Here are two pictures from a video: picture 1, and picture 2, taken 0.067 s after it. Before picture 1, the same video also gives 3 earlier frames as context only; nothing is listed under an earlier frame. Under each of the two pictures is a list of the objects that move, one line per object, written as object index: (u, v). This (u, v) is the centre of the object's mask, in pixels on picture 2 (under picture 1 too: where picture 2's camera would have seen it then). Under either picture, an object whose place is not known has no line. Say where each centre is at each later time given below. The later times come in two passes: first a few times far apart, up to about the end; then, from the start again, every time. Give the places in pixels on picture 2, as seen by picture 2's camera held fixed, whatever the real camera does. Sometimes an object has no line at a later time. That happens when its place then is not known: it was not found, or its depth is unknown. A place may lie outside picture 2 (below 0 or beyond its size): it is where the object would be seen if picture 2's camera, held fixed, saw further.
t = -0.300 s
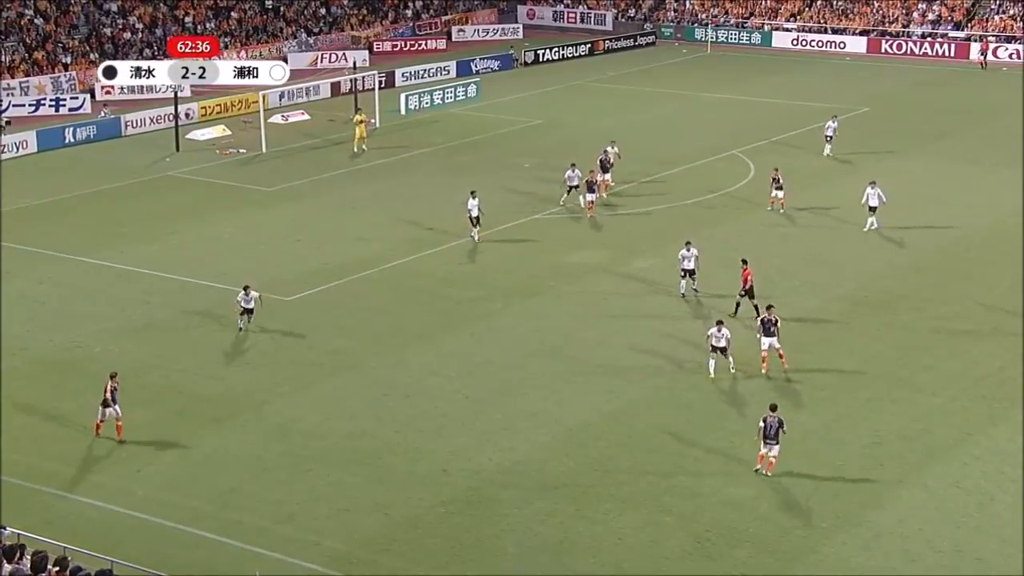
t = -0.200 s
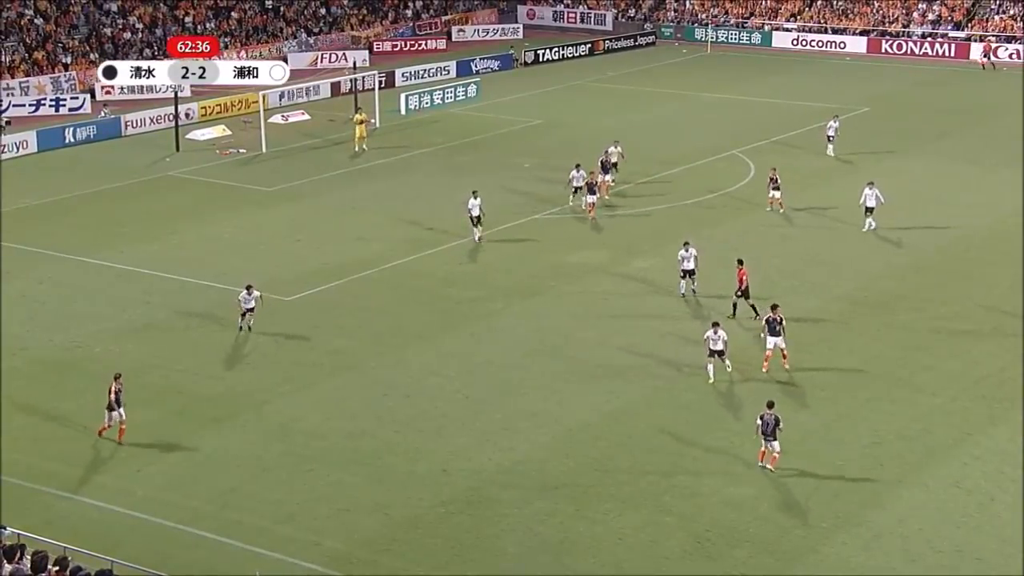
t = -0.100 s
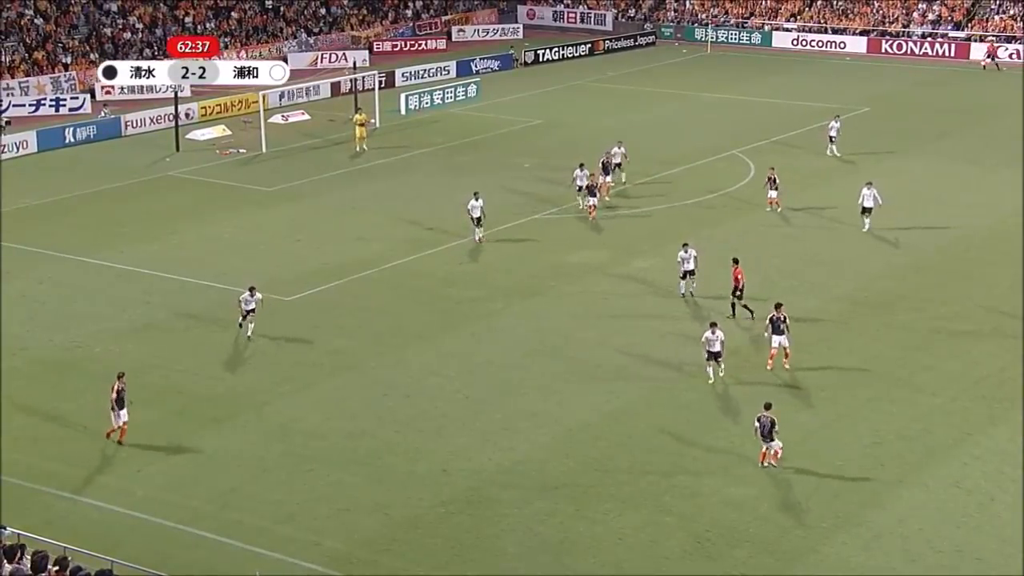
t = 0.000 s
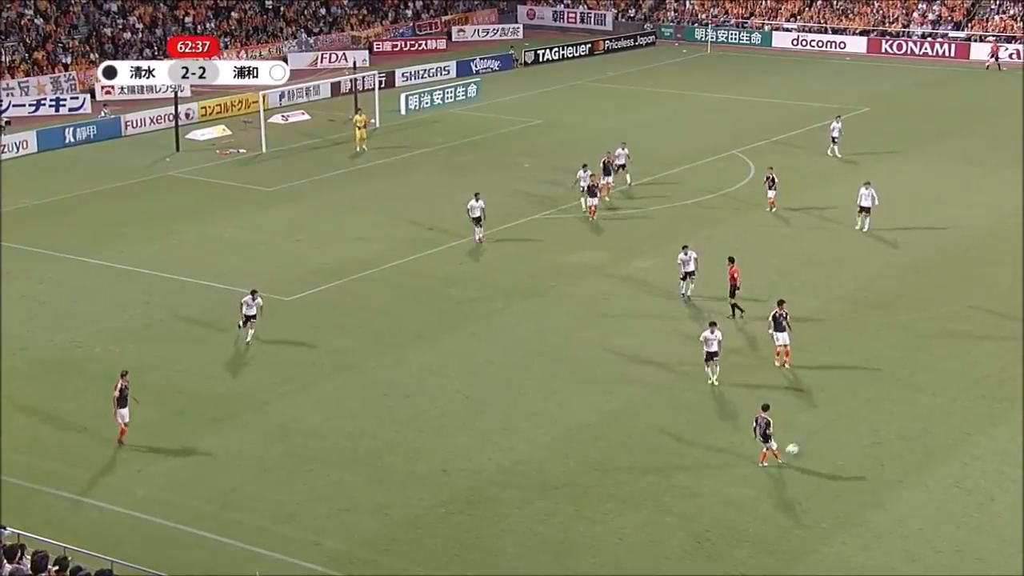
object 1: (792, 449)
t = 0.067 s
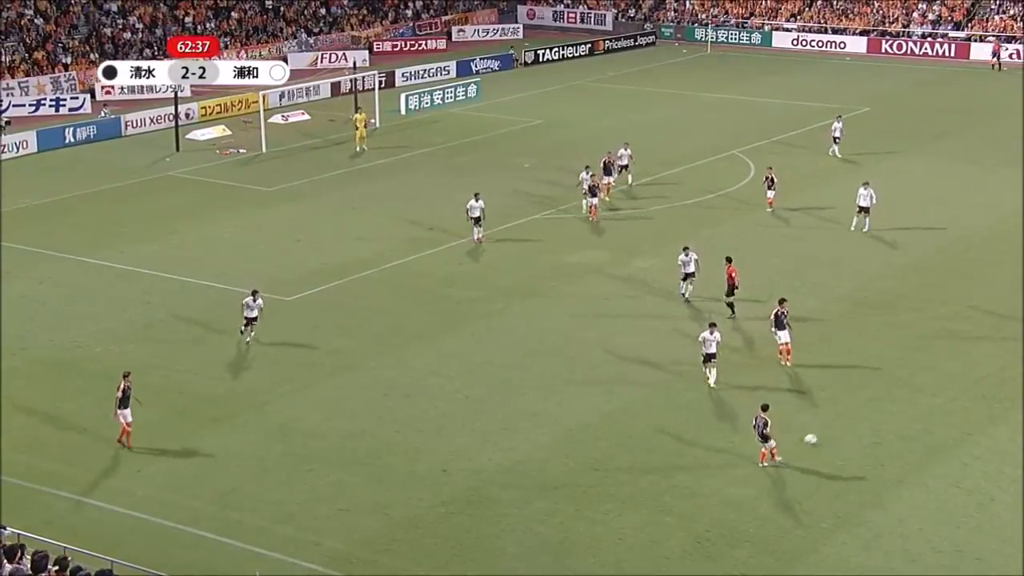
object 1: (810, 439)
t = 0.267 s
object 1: (860, 411)
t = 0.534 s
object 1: (913, 383)
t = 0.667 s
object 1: (935, 371)
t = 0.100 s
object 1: (820, 434)
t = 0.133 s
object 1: (828, 430)
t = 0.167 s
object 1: (836, 424)
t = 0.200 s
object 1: (844, 419)
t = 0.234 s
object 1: (853, 415)
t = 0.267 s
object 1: (860, 411)
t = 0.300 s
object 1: (868, 408)
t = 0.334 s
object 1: (874, 404)
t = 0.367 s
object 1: (881, 400)
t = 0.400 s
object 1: (888, 396)
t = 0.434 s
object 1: (894, 393)
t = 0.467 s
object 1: (901, 390)
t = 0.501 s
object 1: (907, 386)
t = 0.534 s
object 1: (913, 383)
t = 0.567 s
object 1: (919, 380)
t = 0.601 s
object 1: (924, 377)
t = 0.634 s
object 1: (930, 374)
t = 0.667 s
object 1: (935, 371)
